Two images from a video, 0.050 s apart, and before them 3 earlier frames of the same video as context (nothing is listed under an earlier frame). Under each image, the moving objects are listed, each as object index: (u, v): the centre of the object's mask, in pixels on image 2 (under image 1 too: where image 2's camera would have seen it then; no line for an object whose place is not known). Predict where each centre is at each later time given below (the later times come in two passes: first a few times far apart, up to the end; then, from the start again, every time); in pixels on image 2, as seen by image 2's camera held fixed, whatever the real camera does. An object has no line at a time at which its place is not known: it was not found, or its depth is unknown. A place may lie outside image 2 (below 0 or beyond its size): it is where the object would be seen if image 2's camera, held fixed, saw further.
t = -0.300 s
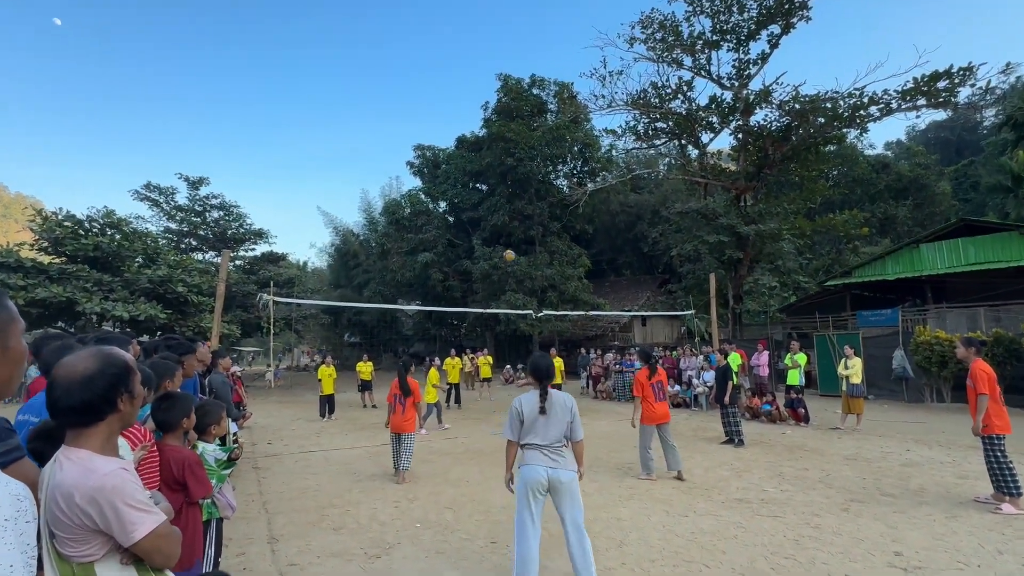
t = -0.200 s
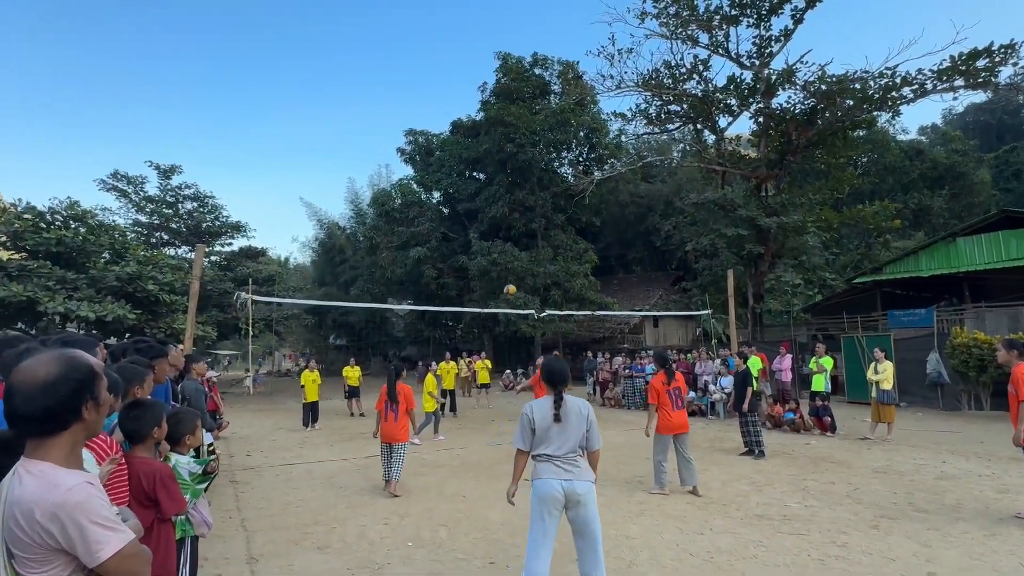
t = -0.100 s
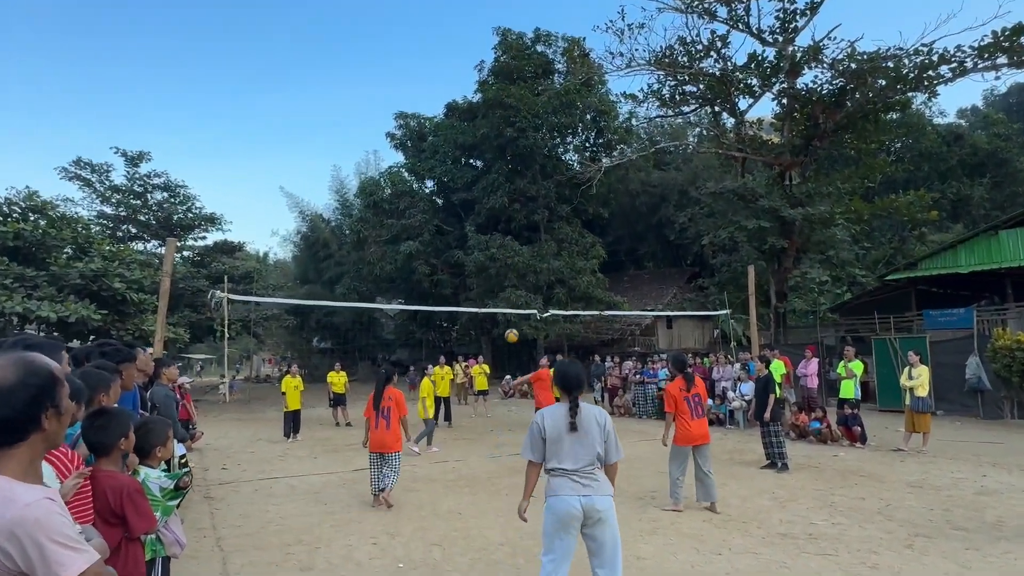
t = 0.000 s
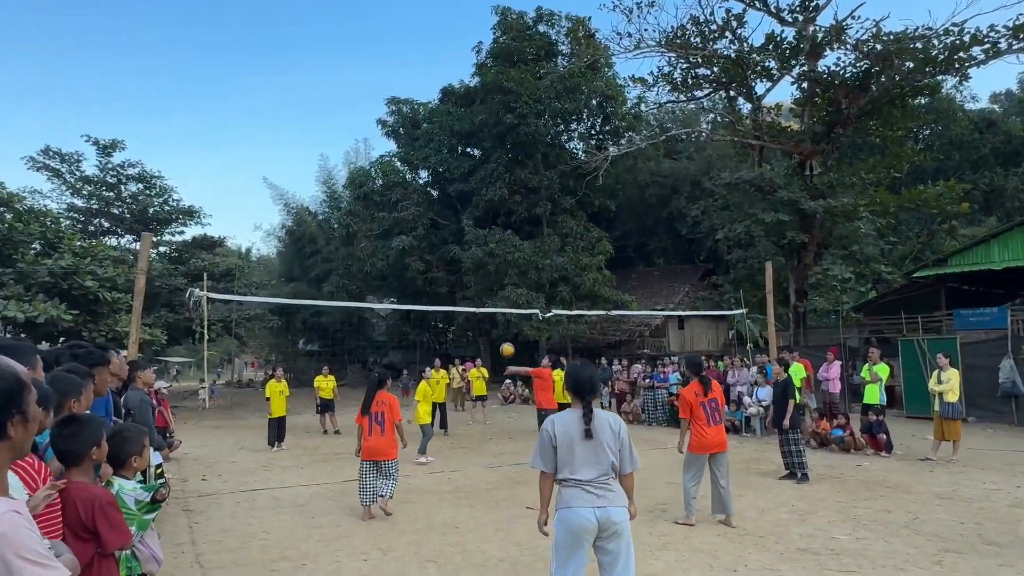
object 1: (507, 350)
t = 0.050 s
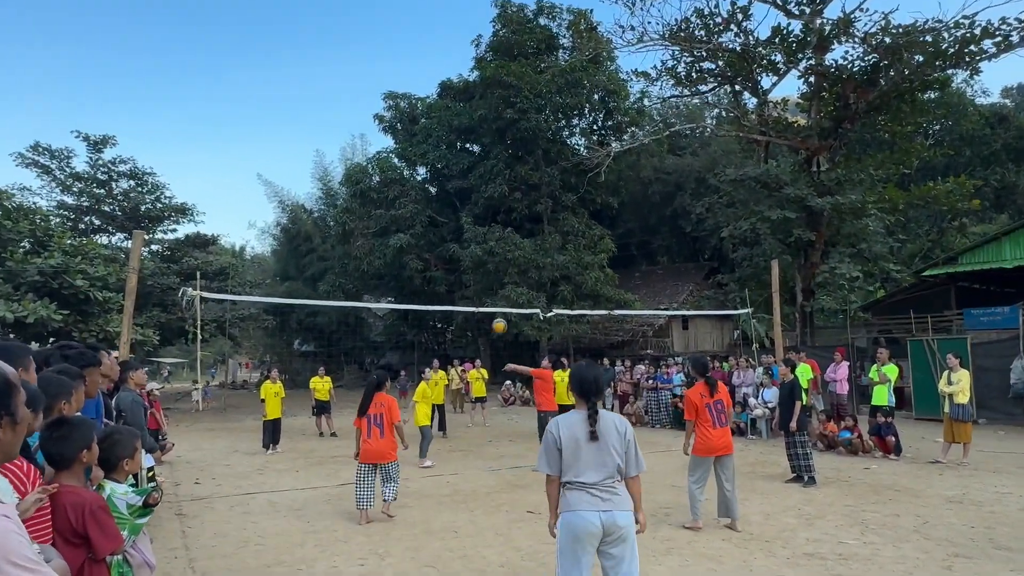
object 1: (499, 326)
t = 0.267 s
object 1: (461, 233)
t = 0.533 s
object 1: (408, 153)
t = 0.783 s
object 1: (349, 128)
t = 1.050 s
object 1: (275, 165)
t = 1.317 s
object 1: (182, 300)
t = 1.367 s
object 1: (162, 339)
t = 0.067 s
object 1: (496, 318)
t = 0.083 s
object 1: (493, 311)
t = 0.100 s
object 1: (491, 303)
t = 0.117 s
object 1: (488, 296)
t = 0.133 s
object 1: (485, 288)
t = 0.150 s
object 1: (482, 281)
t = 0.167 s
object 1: (479, 274)
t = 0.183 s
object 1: (476, 266)
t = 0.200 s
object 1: (473, 259)
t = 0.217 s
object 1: (470, 252)
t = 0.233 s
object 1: (467, 246)
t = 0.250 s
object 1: (464, 239)
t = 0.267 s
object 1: (461, 233)
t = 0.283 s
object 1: (458, 226)
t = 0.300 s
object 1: (455, 220)
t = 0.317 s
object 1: (452, 214)
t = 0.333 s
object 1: (448, 209)
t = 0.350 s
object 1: (445, 203)
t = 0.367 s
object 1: (442, 197)
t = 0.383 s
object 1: (439, 192)
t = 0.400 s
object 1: (435, 187)
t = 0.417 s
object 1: (432, 182)
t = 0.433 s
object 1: (429, 177)
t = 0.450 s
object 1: (425, 172)
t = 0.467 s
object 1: (422, 168)
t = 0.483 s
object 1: (418, 164)
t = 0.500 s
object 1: (415, 160)
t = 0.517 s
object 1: (411, 156)
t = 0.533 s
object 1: (408, 153)
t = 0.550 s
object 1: (403, 149)
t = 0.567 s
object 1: (400, 146)
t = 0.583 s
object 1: (397, 144)
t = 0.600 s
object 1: (393, 141)
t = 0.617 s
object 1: (389, 138)
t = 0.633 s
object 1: (385, 137)
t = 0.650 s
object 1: (382, 135)
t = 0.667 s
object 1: (378, 133)
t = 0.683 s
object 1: (374, 132)
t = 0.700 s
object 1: (370, 130)
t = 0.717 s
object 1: (365, 130)
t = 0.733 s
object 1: (362, 129)
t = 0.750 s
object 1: (358, 128)
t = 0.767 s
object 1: (353, 128)
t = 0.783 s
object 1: (349, 128)
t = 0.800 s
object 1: (345, 128)
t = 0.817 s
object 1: (341, 128)
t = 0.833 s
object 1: (336, 129)
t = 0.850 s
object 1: (332, 130)
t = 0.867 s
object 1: (328, 131)
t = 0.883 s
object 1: (323, 133)
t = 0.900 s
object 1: (318, 134)
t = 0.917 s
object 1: (314, 137)
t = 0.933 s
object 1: (309, 139)
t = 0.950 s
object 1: (305, 142)
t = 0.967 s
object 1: (300, 145)
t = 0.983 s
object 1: (295, 148)
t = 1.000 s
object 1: (290, 152)
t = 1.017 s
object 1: (285, 156)
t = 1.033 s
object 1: (280, 160)
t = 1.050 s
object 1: (275, 165)
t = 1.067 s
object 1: (270, 171)
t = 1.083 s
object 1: (264, 176)
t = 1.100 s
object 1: (259, 182)
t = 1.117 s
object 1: (253, 189)
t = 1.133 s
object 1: (248, 195)
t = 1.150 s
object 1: (243, 202)
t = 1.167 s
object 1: (237, 210)
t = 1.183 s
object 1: (231, 218)
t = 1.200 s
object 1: (225, 227)
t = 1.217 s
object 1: (219, 236)
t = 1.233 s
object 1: (213, 245)
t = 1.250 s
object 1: (207, 255)
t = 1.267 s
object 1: (201, 265)
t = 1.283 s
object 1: (195, 276)
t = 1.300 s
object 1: (189, 287)
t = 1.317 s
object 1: (182, 300)
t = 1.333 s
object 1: (175, 312)
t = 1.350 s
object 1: (169, 325)
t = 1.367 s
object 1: (162, 339)
